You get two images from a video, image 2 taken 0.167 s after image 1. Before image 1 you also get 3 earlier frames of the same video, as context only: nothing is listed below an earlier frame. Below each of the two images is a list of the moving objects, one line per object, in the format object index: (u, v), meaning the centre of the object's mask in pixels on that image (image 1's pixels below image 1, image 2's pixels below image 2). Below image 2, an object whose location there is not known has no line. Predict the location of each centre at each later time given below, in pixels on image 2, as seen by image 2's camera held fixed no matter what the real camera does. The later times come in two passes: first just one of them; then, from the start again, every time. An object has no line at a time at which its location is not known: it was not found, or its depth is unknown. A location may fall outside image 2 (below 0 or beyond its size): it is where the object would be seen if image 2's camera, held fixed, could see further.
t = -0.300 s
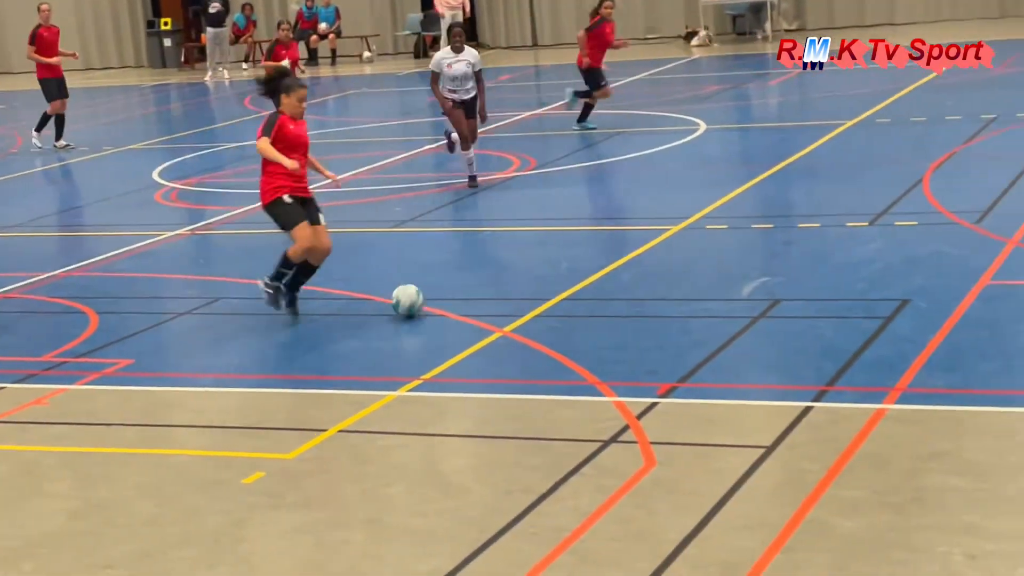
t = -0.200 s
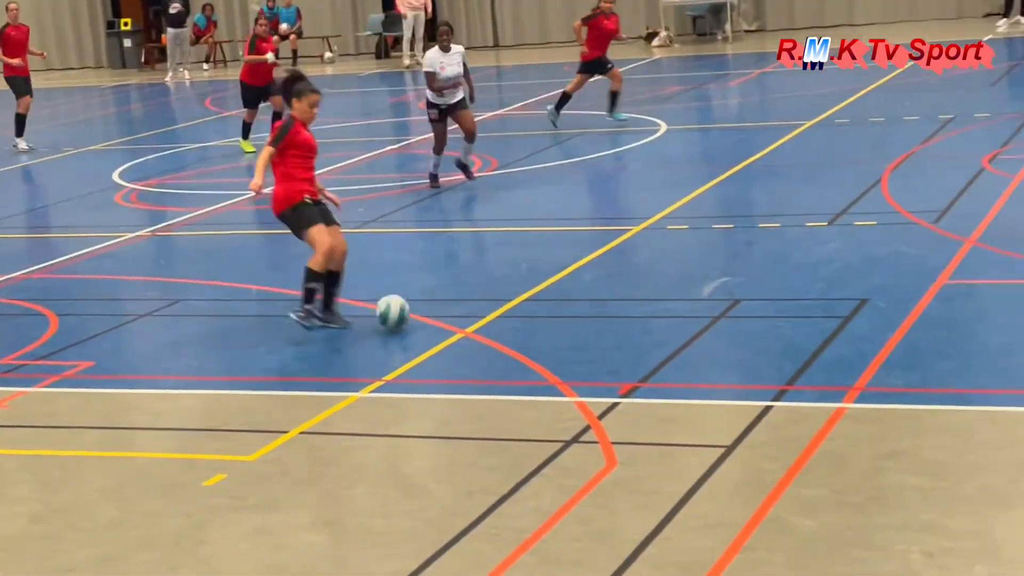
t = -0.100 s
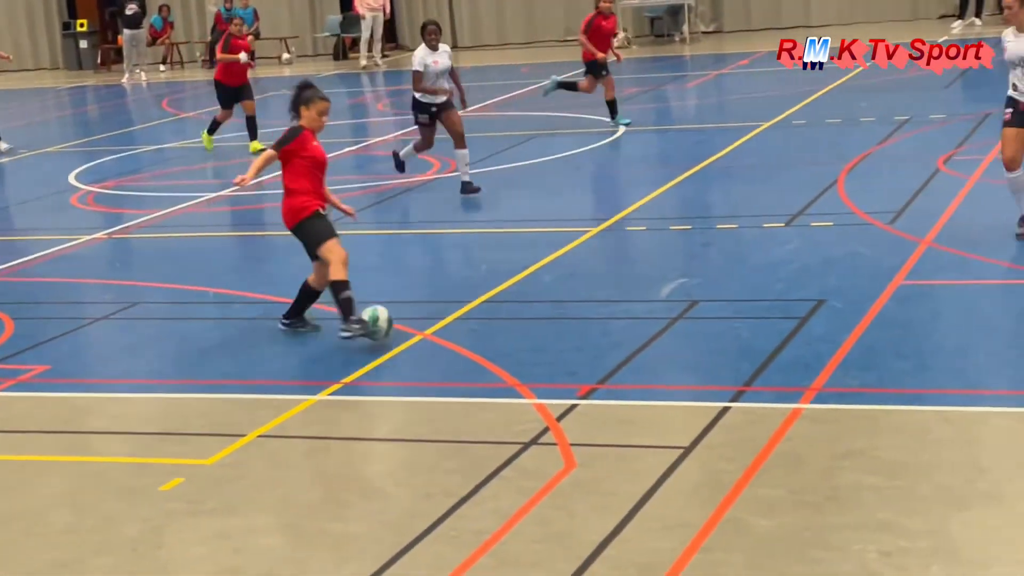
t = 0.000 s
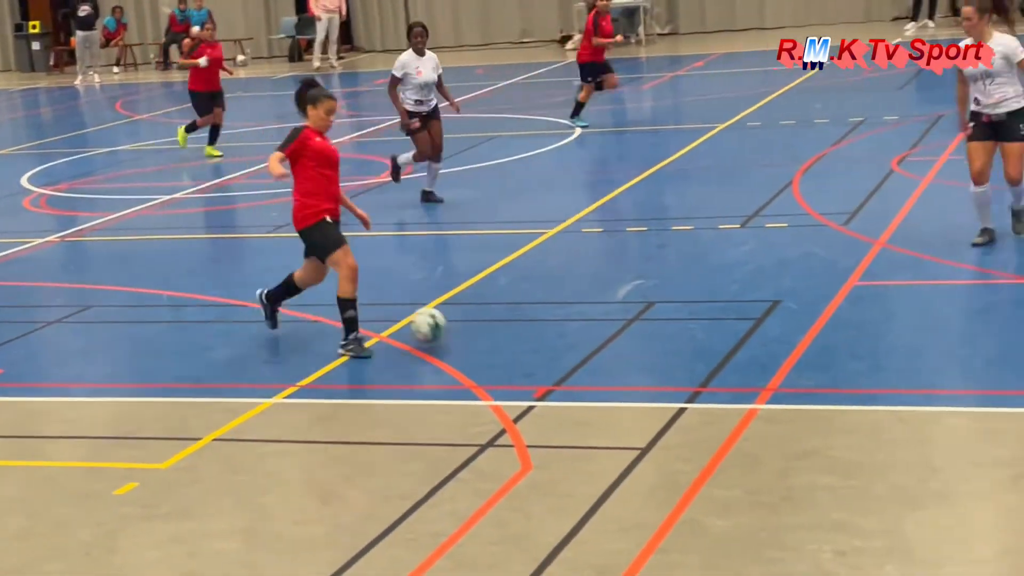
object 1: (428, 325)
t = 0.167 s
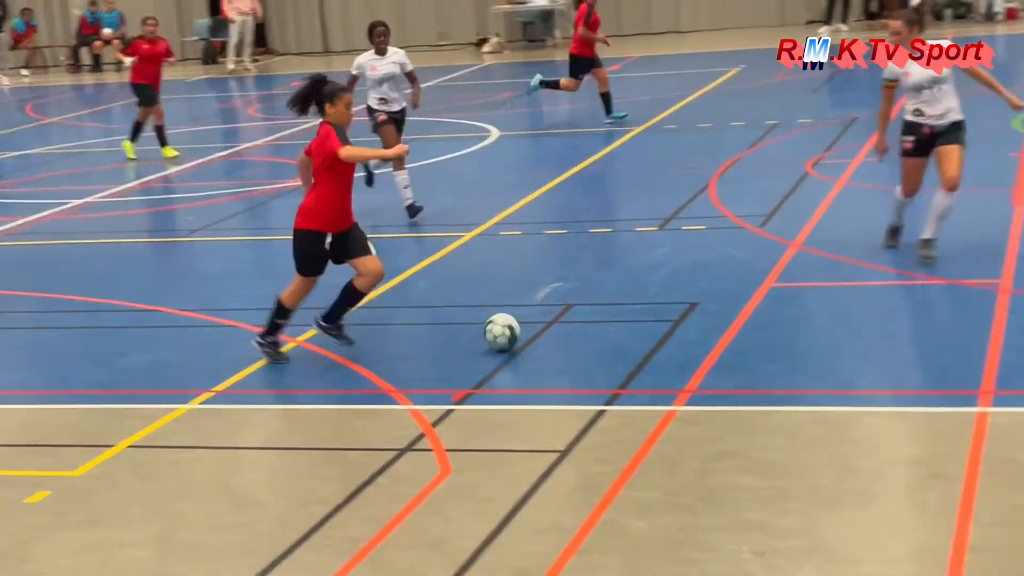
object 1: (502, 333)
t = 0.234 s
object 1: (561, 333)
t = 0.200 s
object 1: (531, 332)
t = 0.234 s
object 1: (561, 333)
